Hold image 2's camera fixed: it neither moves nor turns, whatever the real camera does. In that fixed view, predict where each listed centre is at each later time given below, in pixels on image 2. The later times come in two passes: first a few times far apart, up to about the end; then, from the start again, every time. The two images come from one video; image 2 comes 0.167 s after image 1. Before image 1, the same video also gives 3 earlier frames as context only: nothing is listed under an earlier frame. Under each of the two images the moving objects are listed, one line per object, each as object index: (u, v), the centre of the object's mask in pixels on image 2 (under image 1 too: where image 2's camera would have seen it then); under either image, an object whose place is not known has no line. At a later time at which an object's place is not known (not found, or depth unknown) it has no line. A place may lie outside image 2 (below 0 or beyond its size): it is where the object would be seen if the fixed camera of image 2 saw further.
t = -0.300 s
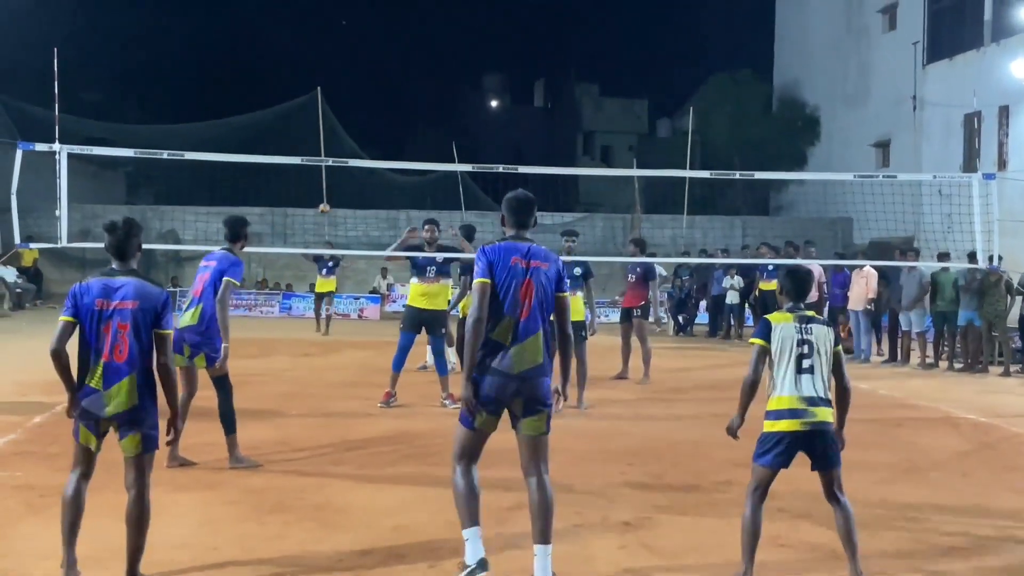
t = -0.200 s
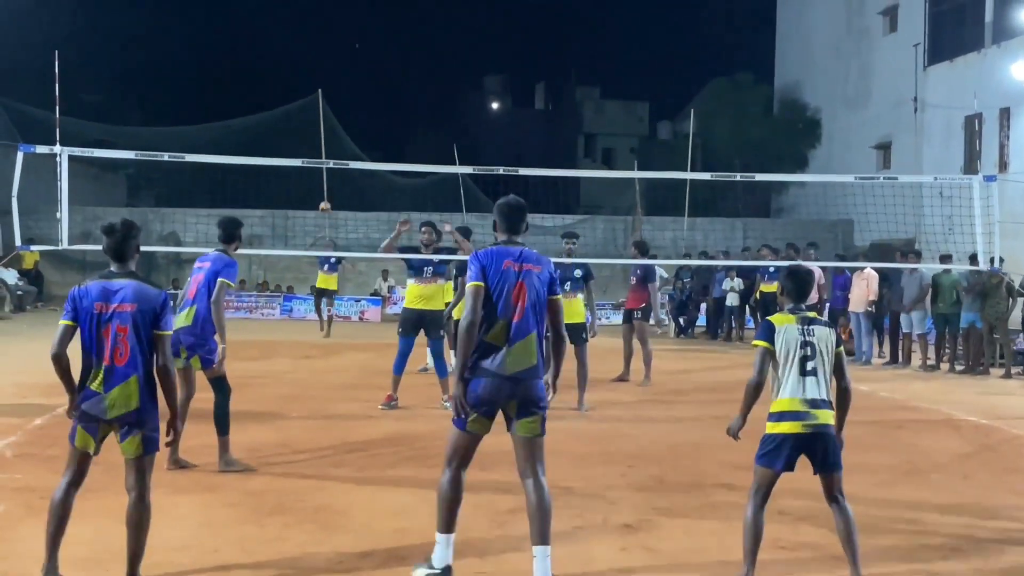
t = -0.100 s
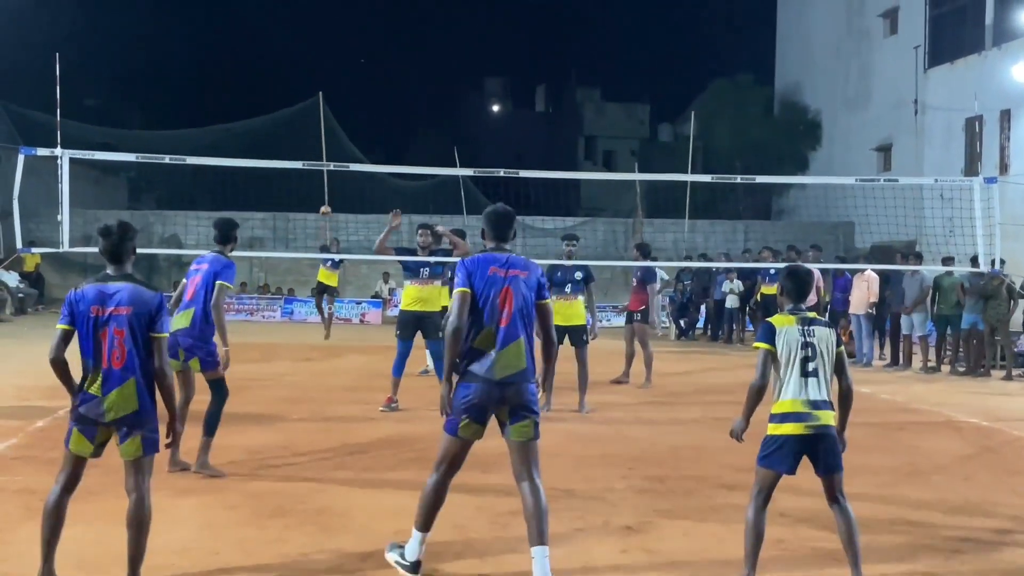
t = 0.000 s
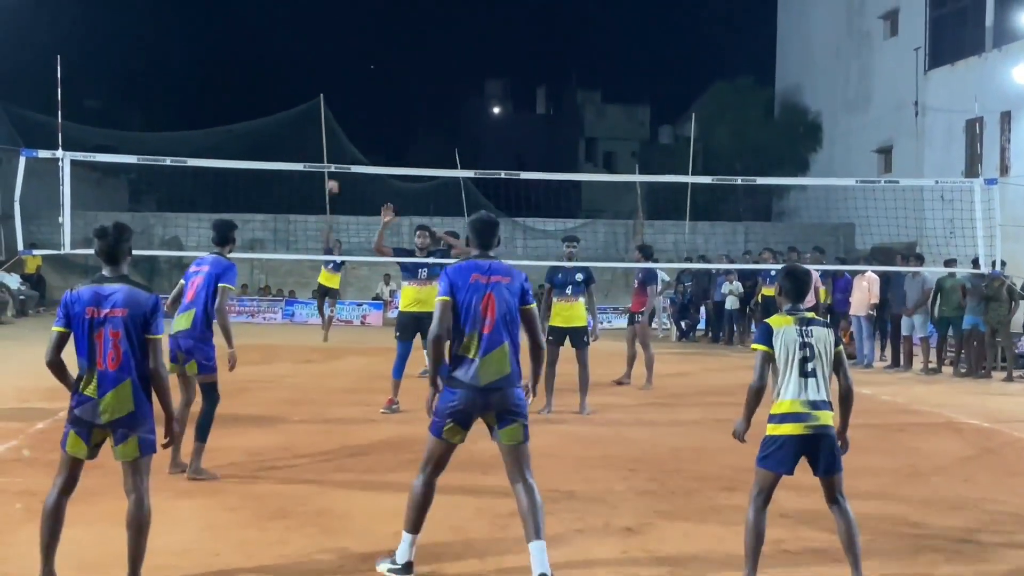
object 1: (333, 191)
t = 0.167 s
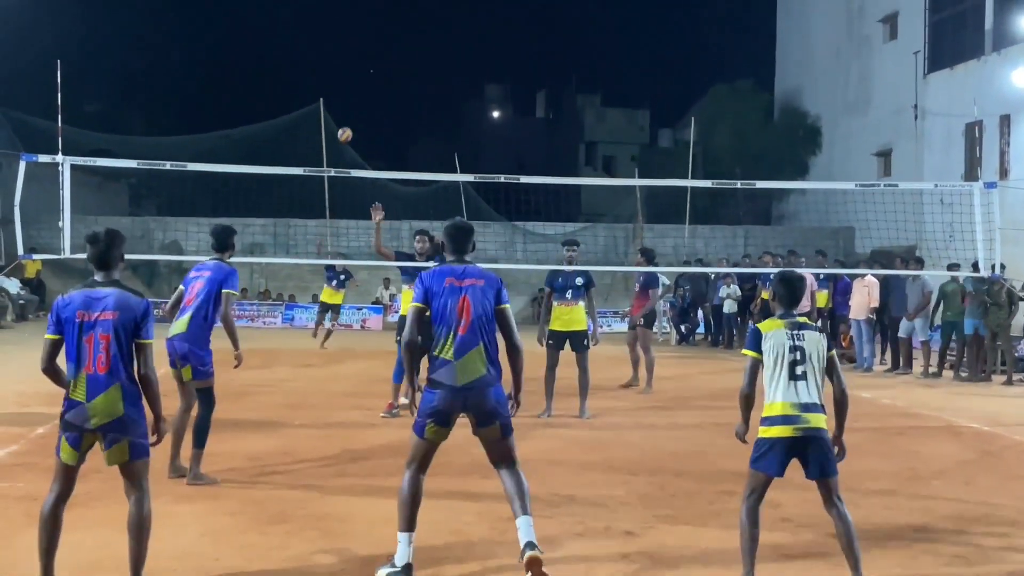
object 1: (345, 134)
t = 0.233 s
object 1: (350, 115)
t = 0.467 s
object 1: (375, 58)
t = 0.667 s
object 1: (402, 31)
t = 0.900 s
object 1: (445, 49)
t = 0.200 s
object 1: (348, 124)
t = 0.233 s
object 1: (350, 115)
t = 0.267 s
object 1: (353, 105)
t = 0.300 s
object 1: (357, 96)
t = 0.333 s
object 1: (360, 88)
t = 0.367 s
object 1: (364, 80)
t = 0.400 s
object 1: (367, 72)
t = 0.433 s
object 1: (371, 65)
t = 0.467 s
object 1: (375, 58)
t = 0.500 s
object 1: (379, 52)
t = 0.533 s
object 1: (383, 46)
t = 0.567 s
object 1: (388, 41)
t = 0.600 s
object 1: (392, 36)
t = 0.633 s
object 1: (397, 34)
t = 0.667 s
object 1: (402, 31)
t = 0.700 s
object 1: (408, 30)
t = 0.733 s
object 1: (413, 30)
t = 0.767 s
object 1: (419, 30)
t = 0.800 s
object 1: (425, 33)
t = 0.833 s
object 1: (431, 37)
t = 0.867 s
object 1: (438, 42)
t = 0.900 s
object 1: (445, 49)
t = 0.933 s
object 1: (452, 57)
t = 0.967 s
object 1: (460, 68)
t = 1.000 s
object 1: (468, 82)
